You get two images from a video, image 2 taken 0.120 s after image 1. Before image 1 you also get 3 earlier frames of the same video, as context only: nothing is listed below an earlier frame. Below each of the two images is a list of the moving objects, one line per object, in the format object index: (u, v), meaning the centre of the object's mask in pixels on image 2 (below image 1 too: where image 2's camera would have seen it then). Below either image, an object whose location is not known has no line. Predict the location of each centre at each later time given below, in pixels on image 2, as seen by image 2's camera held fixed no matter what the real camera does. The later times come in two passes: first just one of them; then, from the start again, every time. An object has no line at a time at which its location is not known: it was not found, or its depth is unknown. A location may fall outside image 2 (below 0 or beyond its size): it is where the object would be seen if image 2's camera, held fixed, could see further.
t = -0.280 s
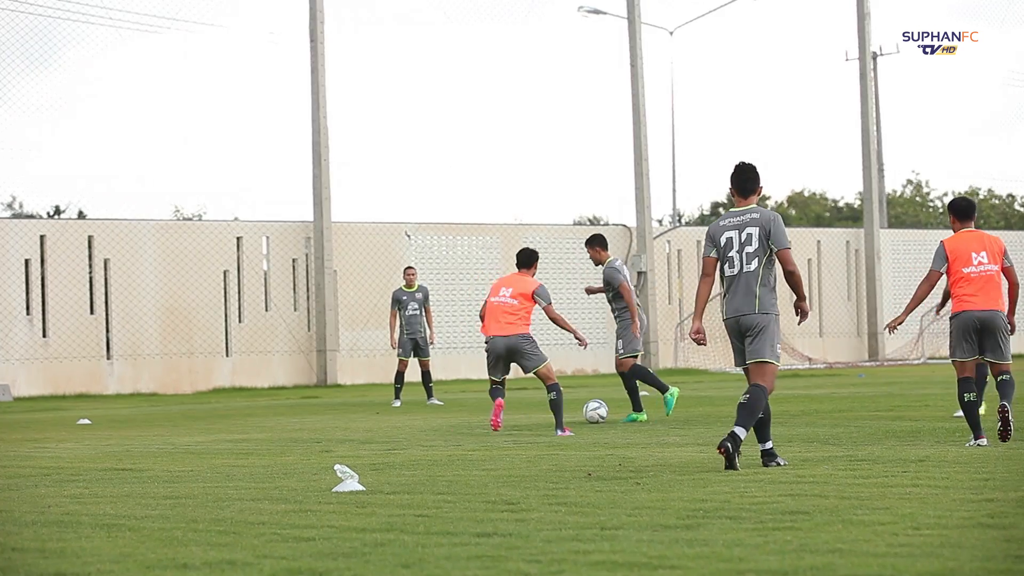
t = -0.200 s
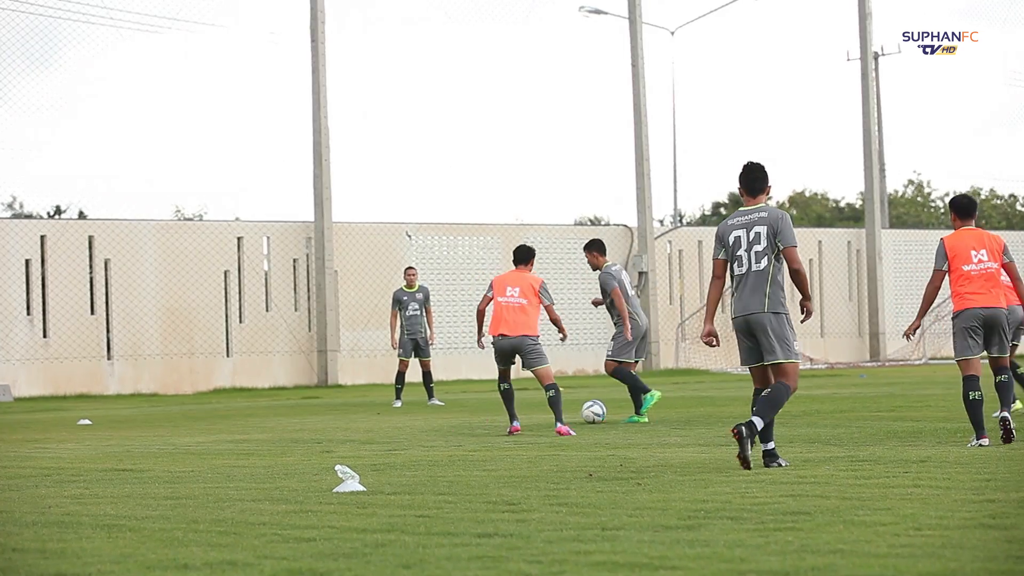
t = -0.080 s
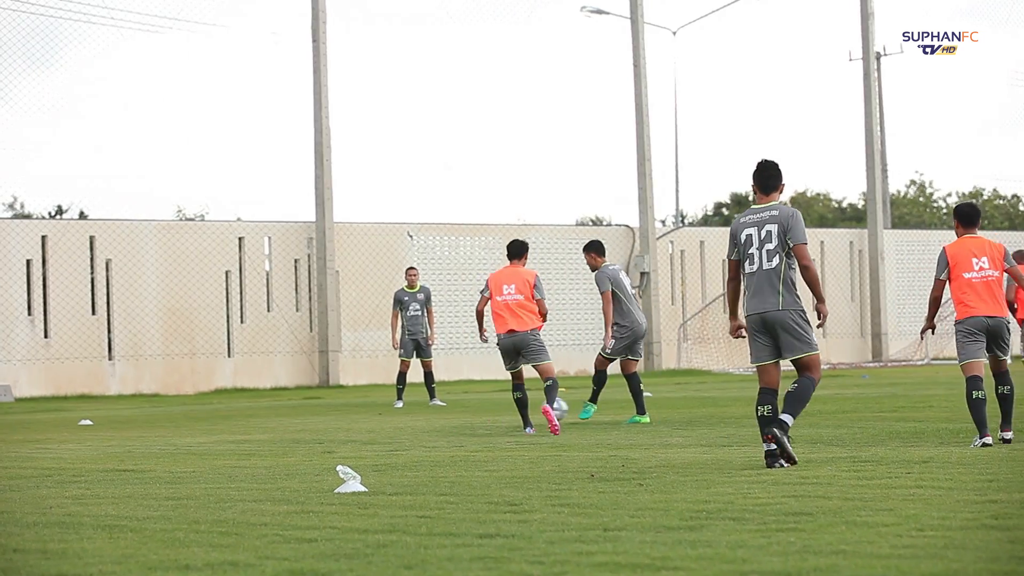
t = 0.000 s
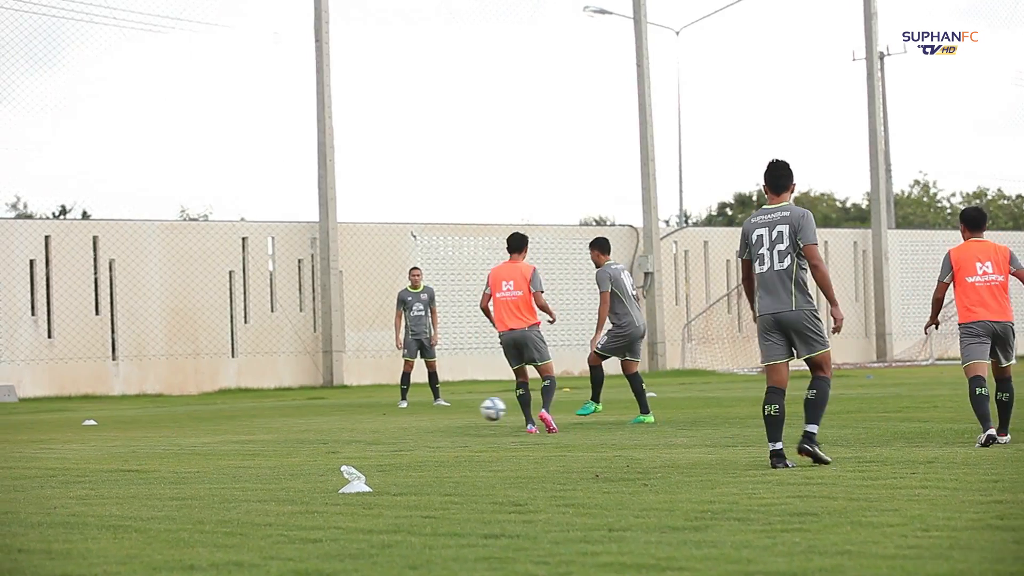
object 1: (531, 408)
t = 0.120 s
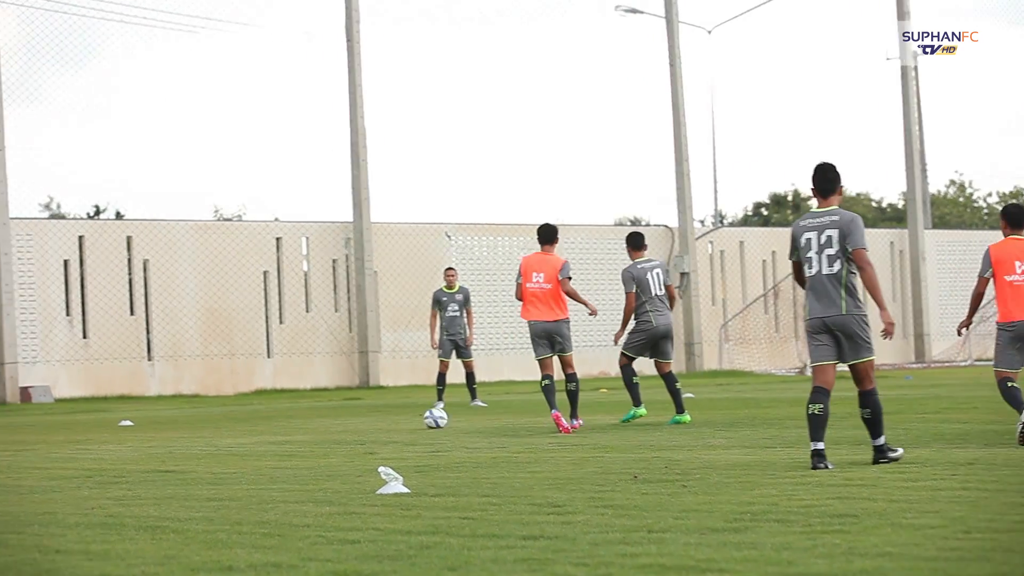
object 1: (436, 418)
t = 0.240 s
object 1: (356, 415)
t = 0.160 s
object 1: (409, 416)
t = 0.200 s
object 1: (382, 415)
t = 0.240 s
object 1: (356, 415)
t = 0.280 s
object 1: (331, 418)
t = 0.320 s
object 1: (305, 420)
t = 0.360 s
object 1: (282, 422)
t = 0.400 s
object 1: (262, 420)
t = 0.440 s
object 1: (242, 419)
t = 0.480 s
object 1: (222, 419)
